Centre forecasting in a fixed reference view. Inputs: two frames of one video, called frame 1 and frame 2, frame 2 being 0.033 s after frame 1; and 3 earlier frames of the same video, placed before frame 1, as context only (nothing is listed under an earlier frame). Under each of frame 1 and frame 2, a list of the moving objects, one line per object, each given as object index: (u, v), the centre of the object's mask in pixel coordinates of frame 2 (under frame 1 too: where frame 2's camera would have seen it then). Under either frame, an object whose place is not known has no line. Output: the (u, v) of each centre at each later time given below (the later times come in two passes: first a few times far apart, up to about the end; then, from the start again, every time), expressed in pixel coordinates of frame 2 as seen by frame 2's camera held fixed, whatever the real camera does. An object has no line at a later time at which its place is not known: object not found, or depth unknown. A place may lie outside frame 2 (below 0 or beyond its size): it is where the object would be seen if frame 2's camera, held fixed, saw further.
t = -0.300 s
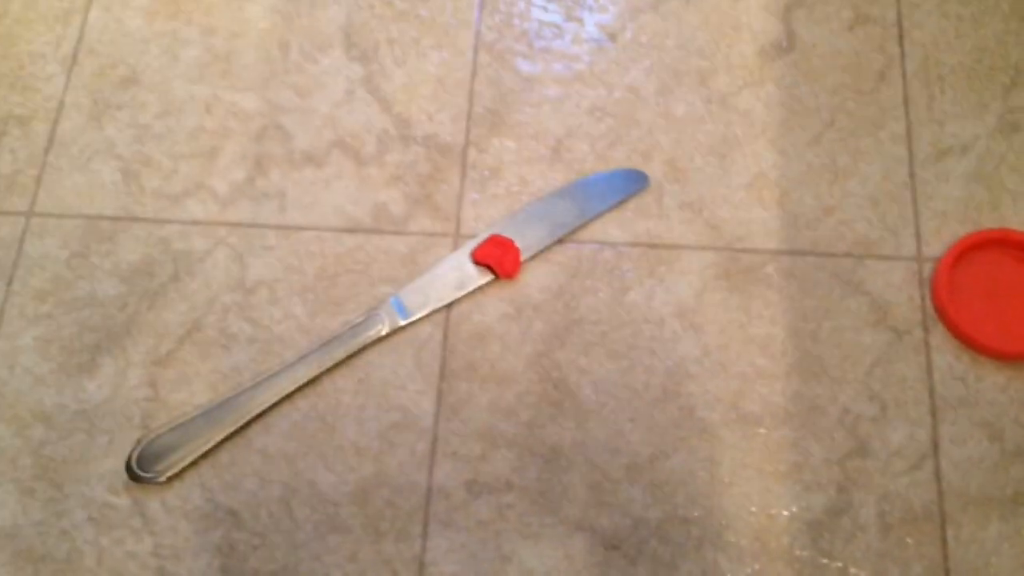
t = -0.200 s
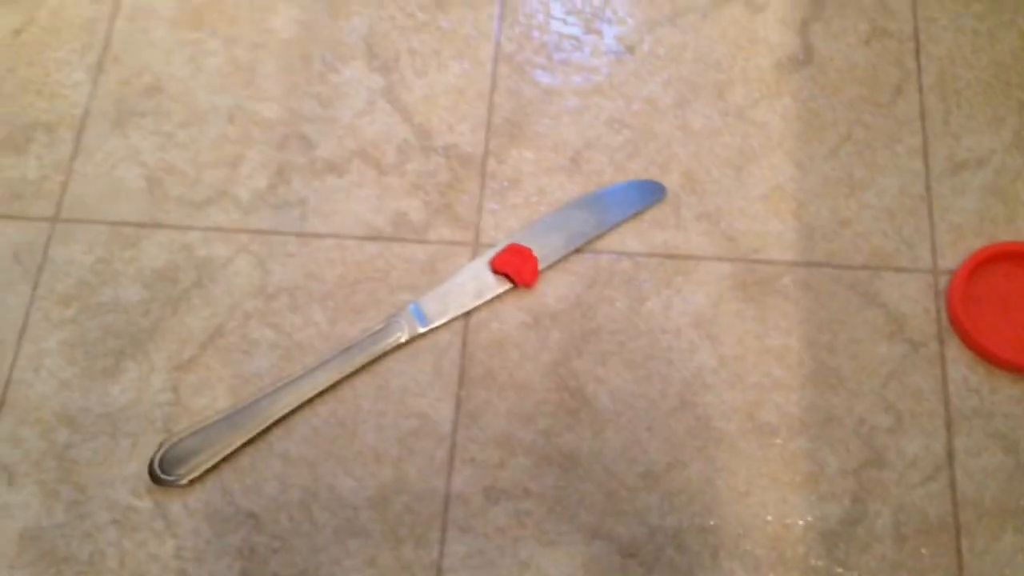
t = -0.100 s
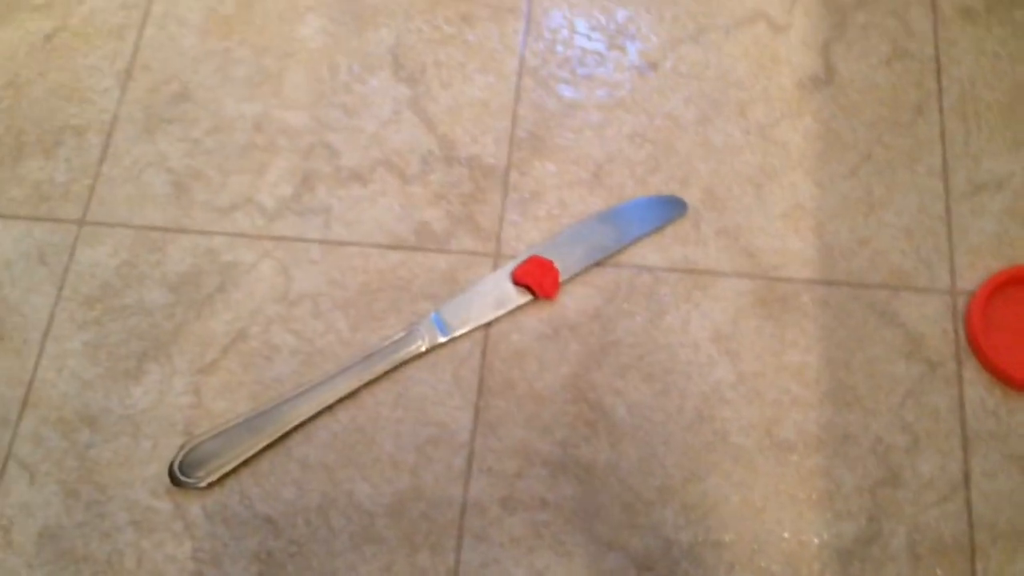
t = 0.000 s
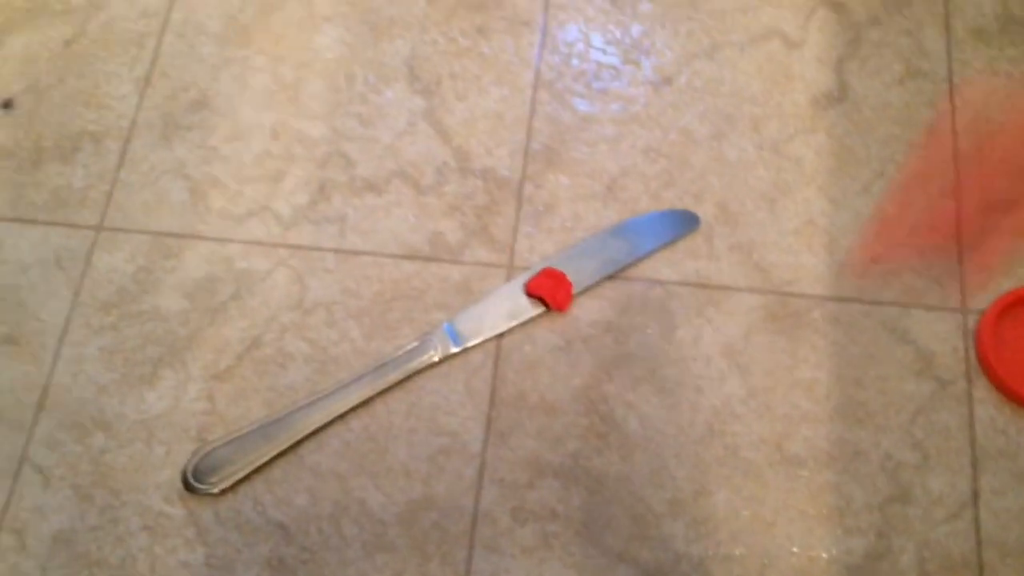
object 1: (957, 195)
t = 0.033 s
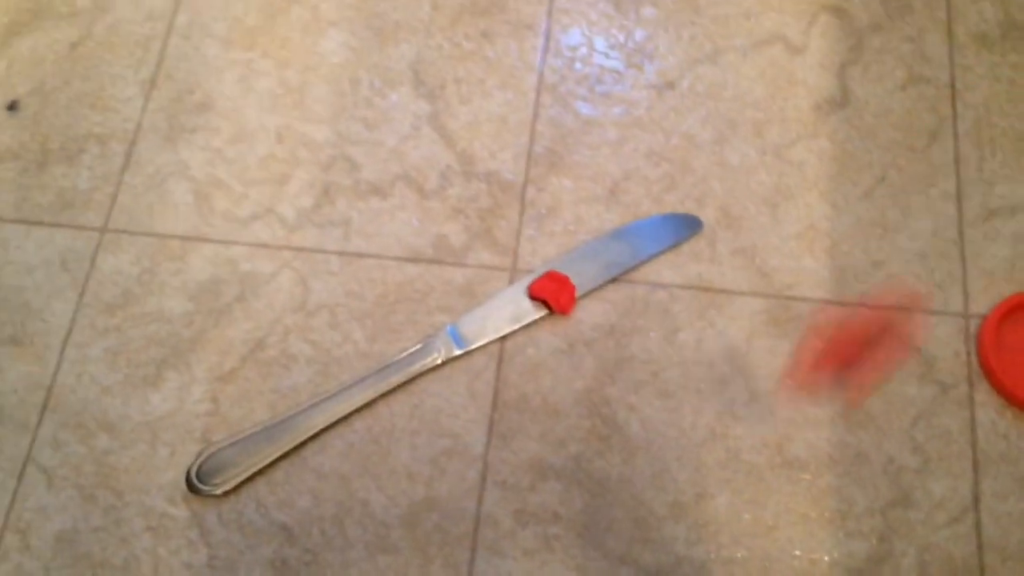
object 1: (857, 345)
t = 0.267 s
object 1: (917, 163)
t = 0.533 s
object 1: (907, 101)
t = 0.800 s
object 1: (886, 106)
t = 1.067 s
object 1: (885, 106)
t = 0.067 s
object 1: (803, 403)
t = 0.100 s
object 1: (850, 340)
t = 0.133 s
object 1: (885, 294)
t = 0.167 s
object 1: (905, 255)
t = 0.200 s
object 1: (913, 228)
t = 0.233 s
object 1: (920, 189)
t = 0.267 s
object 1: (917, 163)
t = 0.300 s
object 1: (920, 140)
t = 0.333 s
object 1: (923, 118)
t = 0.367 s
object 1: (921, 106)
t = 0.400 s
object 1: (918, 96)
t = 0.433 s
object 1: (918, 92)
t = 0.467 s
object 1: (915, 100)
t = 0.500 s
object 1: (914, 102)
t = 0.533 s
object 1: (907, 101)
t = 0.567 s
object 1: (896, 103)
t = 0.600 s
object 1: (885, 106)
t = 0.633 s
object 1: (884, 107)
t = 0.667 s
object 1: (888, 105)
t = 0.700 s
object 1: (890, 104)
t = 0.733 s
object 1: (887, 105)
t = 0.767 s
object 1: (885, 106)
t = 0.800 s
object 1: (886, 106)
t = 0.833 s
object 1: (887, 106)
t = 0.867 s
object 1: (887, 106)
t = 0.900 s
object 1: (887, 105)
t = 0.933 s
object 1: (887, 105)
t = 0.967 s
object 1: (887, 105)
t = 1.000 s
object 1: (886, 106)
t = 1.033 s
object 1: (885, 106)
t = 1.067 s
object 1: (885, 106)
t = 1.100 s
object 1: (884, 106)
